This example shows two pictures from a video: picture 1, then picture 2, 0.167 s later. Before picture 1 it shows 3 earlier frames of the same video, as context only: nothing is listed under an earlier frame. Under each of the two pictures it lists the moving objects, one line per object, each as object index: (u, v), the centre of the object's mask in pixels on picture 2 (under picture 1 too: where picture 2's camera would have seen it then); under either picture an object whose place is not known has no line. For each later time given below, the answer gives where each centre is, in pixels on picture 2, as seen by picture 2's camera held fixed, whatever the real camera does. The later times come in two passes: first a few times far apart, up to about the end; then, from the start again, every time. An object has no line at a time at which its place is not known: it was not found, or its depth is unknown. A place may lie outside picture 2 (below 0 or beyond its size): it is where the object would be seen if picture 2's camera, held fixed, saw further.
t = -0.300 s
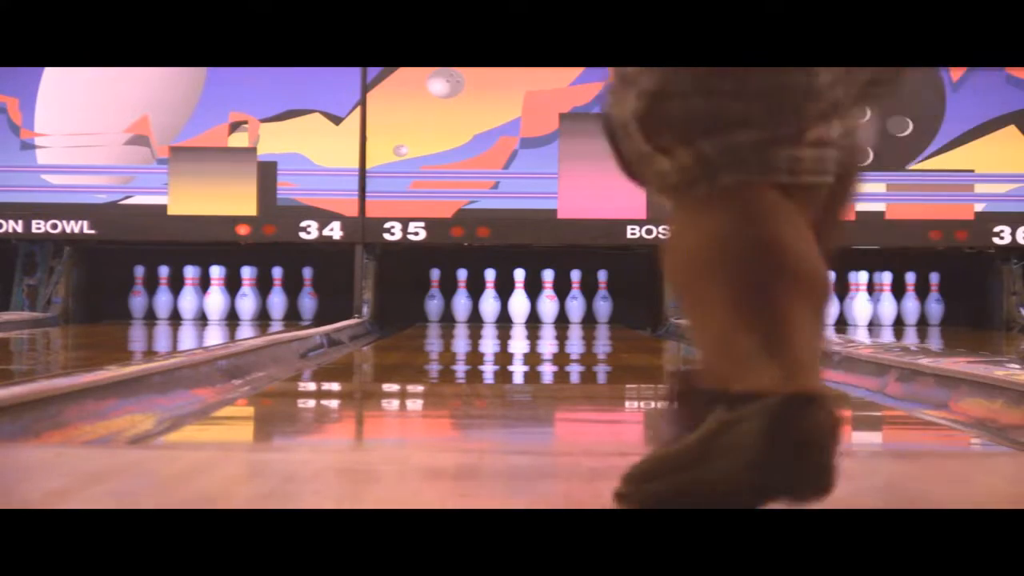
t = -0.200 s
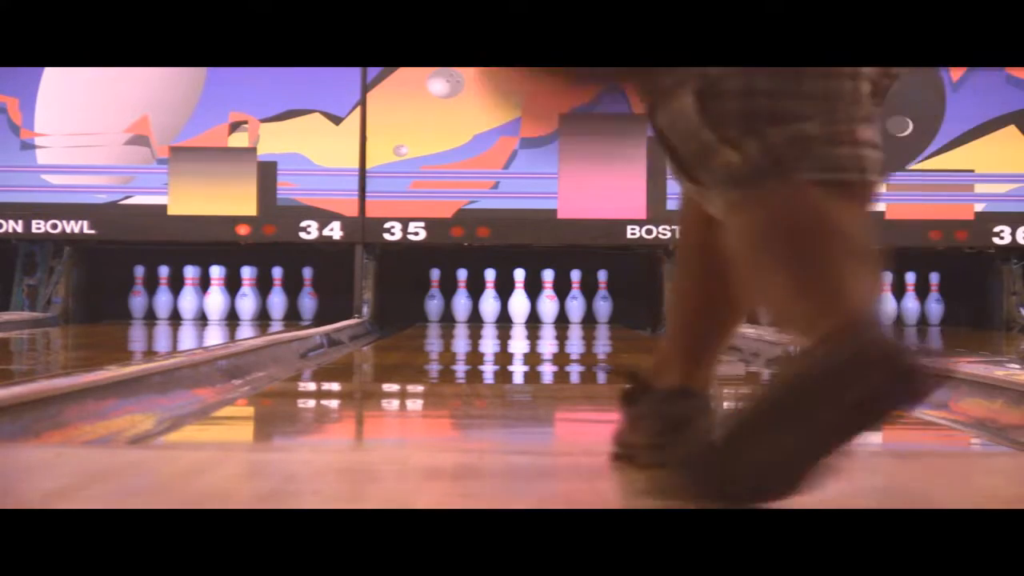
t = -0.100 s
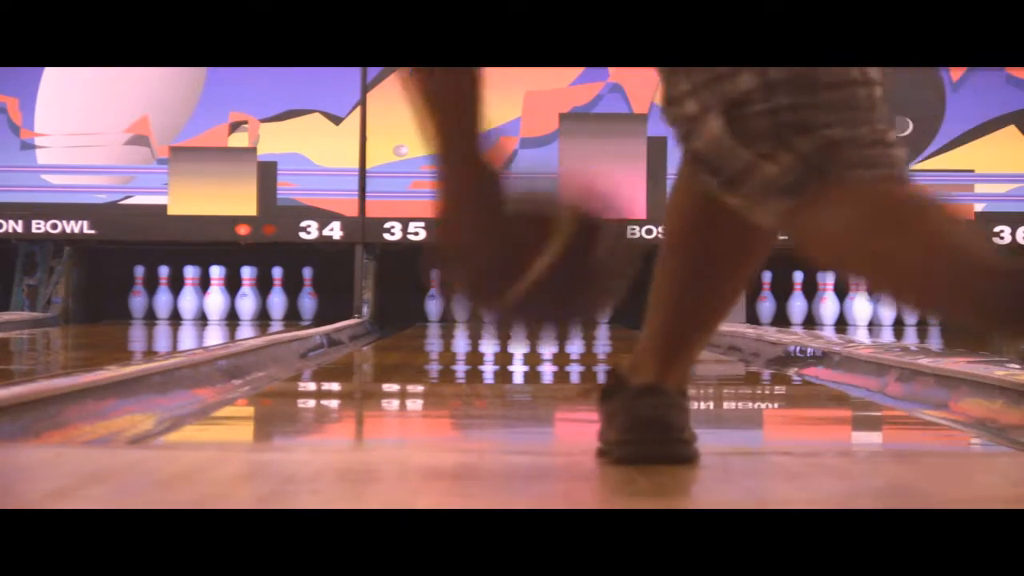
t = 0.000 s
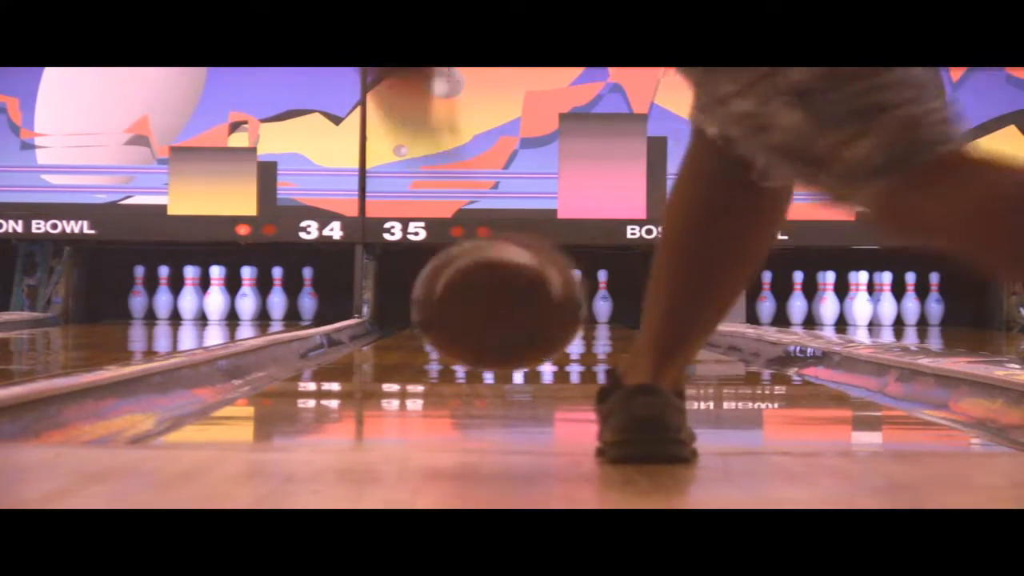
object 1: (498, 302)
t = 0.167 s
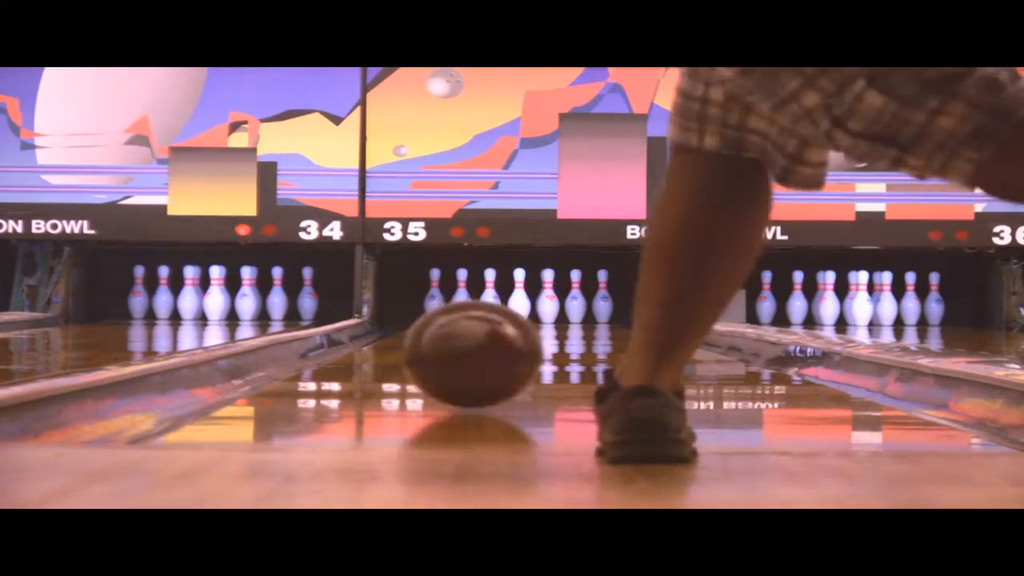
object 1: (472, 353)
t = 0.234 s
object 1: (465, 350)
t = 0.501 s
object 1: (445, 335)
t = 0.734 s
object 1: (437, 329)
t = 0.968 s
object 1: (432, 323)
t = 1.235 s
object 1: (431, 319)
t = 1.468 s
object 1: (434, 316)
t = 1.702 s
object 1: (441, 315)
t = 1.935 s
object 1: (457, 312)
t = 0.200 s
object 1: (469, 353)
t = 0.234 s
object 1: (465, 350)
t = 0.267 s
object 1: (461, 348)
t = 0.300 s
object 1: (458, 345)
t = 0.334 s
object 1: (456, 343)
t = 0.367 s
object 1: (453, 341)
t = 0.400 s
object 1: (451, 339)
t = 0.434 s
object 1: (450, 337)
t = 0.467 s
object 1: (447, 336)
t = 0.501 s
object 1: (445, 335)
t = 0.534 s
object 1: (444, 334)
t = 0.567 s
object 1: (443, 333)
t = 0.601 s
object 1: (441, 332)
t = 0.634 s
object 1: (440, 331)
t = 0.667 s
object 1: (439, 331)
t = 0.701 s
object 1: (438, 331)
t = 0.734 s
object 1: (437, 329)
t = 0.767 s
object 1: (437, 328)
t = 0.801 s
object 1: (436, 327)
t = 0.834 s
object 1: (435, 326)
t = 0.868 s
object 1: (434, 325)
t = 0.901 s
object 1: (433, 324)
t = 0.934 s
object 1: (433, 323)
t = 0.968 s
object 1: (432, 323)
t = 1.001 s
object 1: (432, 322)
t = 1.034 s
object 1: (432, 322)
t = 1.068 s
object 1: (432, 321)
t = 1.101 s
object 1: (431, 321)
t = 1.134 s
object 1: (431, 320)
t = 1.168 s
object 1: (431, 320)
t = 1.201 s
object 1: (431, 319)
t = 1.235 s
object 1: (431, 319)
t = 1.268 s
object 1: (431, 318)
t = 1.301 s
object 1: (431, 318)
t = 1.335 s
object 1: (432, 317)
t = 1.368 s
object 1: (433, 317)
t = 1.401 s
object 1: (433, 316)
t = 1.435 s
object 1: (433, 317)
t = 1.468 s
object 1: (434, 316)
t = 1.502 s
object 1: (434, 316)
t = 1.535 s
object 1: (435, 316)
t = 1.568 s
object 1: (436, 316)
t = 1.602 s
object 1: (437, 316)
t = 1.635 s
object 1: (438, 315)
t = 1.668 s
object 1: (439, 315)
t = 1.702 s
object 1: (441, 315)
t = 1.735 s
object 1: (443, 314)
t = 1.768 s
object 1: (445, 314)
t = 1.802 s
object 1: (447, 314)
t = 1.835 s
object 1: (449, 313)
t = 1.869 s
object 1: (451, 313)
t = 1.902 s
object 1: (454, 313)
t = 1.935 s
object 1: (457, 312)
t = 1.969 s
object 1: (459, 312)
